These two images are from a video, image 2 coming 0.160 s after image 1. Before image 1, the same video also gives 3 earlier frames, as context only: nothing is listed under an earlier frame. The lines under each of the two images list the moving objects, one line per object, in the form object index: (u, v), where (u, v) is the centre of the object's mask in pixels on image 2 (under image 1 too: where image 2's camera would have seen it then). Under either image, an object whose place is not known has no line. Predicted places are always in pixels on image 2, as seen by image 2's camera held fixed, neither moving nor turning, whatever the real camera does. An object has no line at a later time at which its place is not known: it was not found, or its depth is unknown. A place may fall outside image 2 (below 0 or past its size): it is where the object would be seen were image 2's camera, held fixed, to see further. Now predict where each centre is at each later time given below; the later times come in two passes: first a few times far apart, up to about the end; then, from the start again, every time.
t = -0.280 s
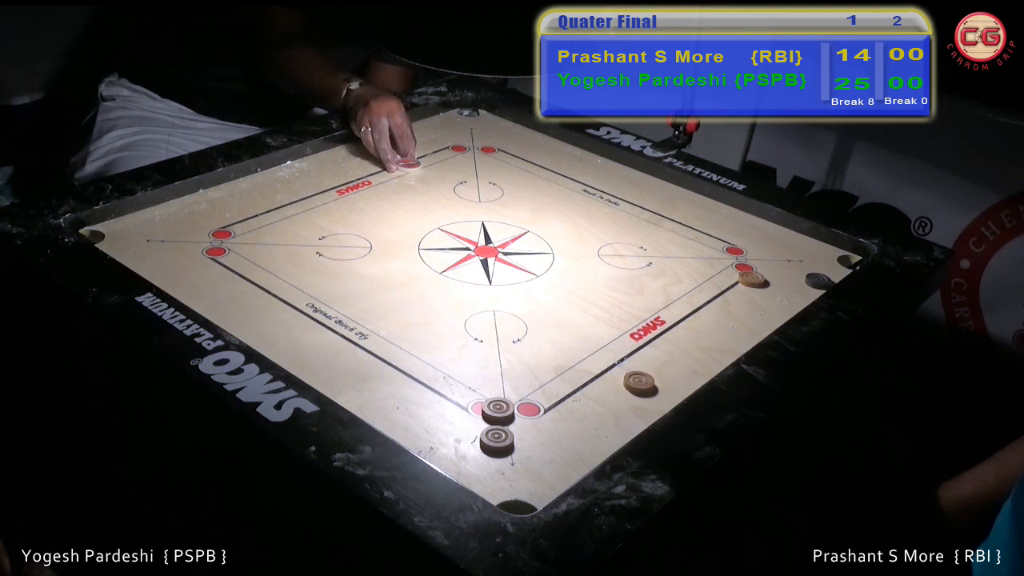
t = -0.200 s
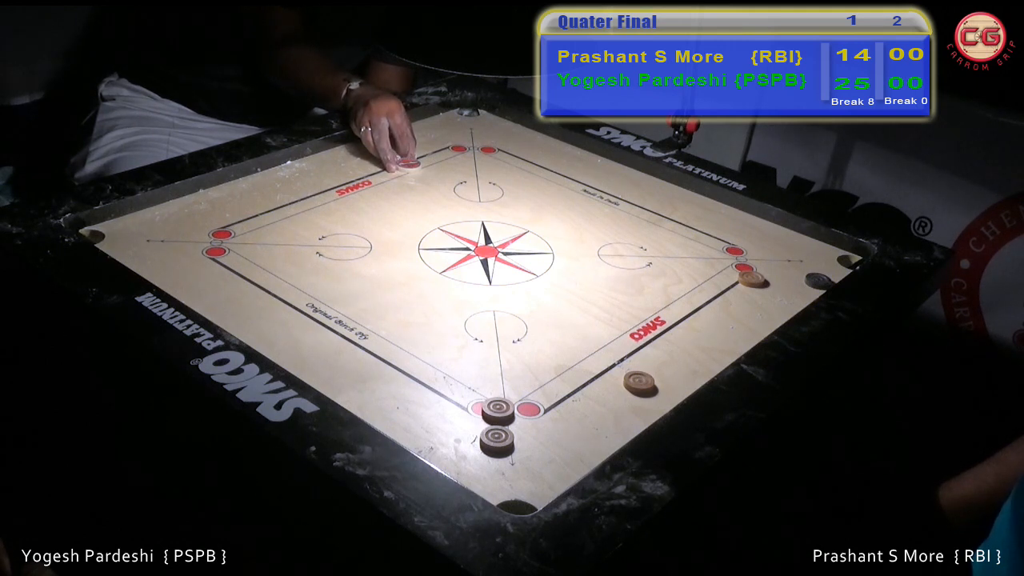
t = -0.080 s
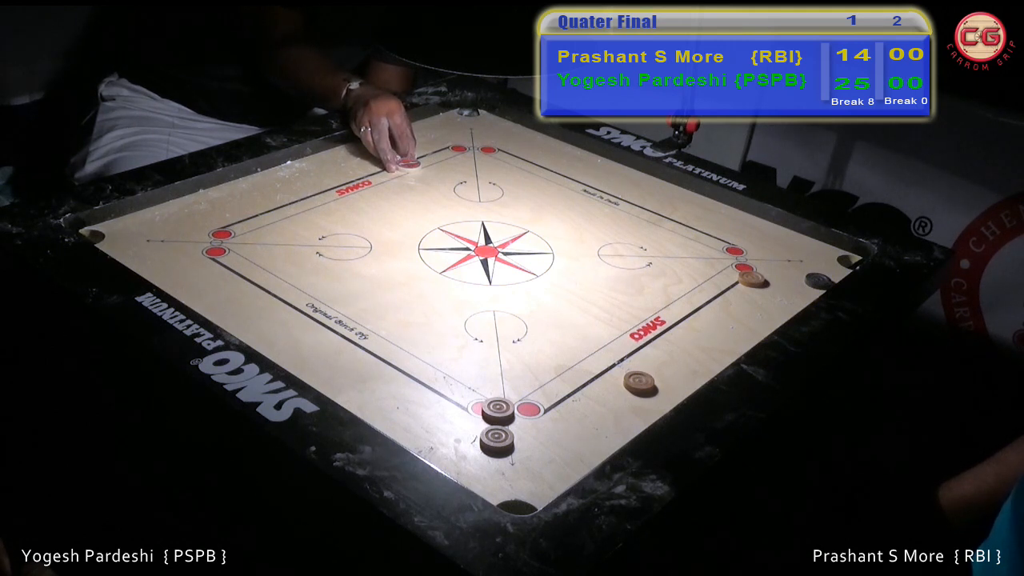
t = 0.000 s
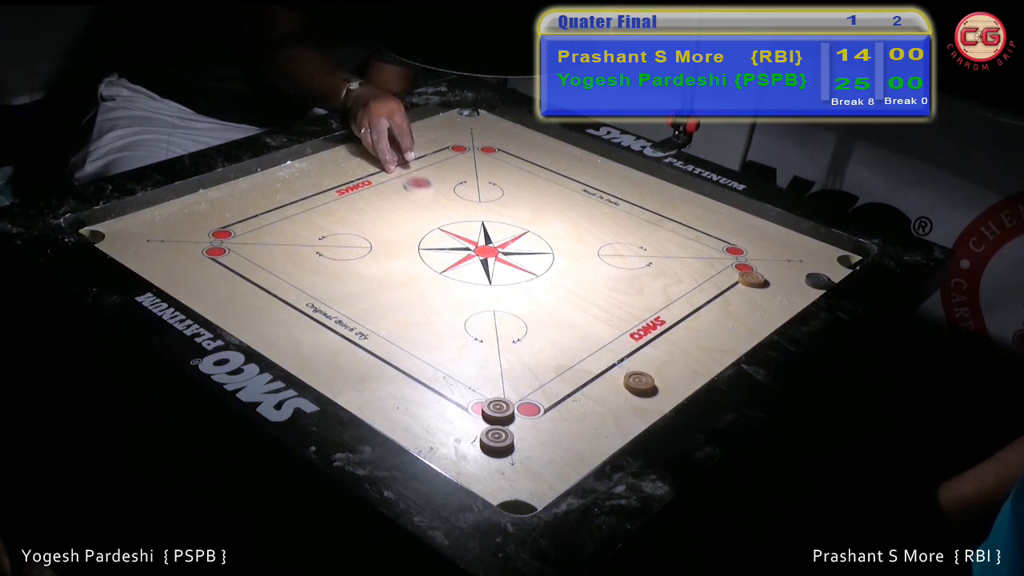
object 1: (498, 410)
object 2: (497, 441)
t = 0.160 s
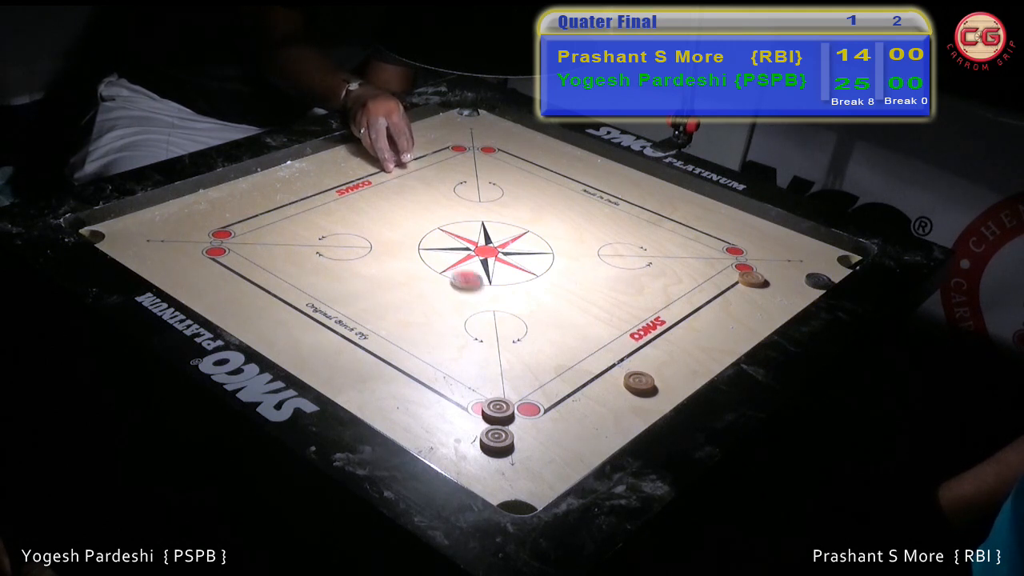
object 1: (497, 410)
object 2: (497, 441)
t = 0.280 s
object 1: (497, 410)
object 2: (497, 441)
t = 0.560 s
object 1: (394, 366)
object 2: (418, 431)
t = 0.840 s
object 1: (276, 282)
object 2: (356, 402)
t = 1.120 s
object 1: (237, 252)
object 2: (356, 402)
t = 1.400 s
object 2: (356, 402)
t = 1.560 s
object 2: (356, 402)
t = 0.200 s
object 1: (497, 410)
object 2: (497, 441)
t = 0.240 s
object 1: (497, 410)
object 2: (497, 441)
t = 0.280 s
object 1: (497, 410)
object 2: (497, 441)
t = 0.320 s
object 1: (498, 410)
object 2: (497, 441)
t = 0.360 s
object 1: (486, 413)
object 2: (497, 441)
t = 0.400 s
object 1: (478, 417)
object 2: (497, 441)
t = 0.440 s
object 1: (472, 420)
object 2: (497, 441)
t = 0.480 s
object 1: (449, 404)
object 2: (472, 438)
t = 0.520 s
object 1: (420, 384)
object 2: (443, 434)
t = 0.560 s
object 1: (394, 366)
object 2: (418, 431)
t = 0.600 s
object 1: (371, 350)
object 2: (396, 426)
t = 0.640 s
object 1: (350, 335)
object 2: (378, 420)
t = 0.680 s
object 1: (332, 322)
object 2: (366, 414)
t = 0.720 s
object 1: (315, 310)
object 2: (362, 410)
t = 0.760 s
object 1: (301, 299)
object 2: (358, 406)
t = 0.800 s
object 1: (288, 289)
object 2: (357, 403)
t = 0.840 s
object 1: (276, 282)
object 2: (356, 402)
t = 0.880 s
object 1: (267, 274)
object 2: (356, 402)
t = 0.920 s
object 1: (259, 268)
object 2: (356, 402)
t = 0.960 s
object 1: (252, 263)
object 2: (356, 402)
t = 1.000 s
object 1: (247, 259)
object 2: (356, 402)
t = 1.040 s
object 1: (243, 256)
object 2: (356, 402)
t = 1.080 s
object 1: (240, 253)
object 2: (356, 402)
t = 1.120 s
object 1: (237, 252)
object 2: (356, 402)
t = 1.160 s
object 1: (237, 251)
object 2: (356, 402)
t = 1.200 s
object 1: (237, 251)
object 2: (356, 402)
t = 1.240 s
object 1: (237, 251)
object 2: (356, 402)
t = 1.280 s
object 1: (237, 251)
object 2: (356, 402)
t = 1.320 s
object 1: (237, 251)
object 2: (356, 402)
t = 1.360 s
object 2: (356, 402)
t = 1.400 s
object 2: (356, 402)
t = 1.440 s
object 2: (356, 402)
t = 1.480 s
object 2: (356, 402)
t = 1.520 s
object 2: (356, 402)
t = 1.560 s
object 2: (356, 402)
